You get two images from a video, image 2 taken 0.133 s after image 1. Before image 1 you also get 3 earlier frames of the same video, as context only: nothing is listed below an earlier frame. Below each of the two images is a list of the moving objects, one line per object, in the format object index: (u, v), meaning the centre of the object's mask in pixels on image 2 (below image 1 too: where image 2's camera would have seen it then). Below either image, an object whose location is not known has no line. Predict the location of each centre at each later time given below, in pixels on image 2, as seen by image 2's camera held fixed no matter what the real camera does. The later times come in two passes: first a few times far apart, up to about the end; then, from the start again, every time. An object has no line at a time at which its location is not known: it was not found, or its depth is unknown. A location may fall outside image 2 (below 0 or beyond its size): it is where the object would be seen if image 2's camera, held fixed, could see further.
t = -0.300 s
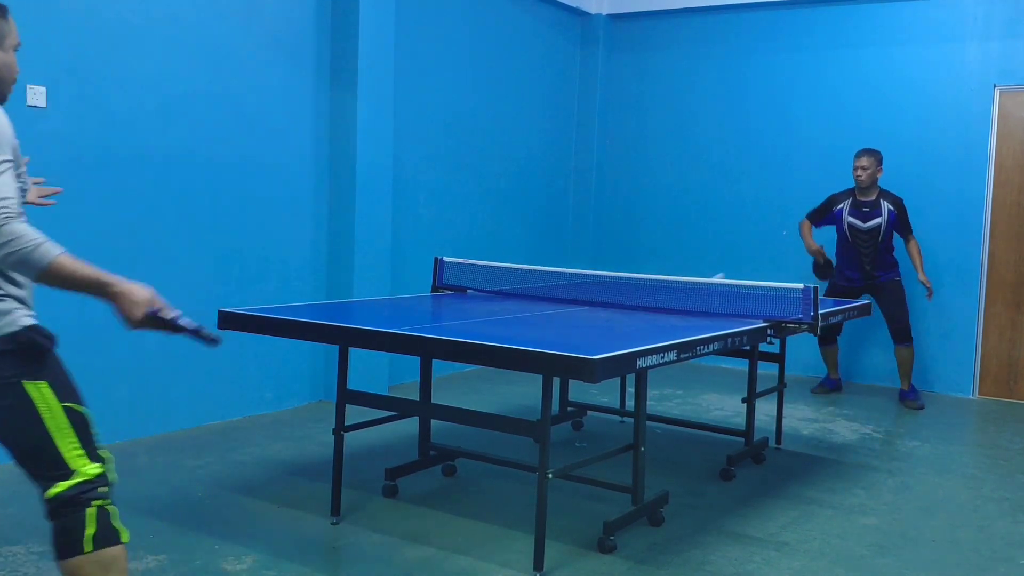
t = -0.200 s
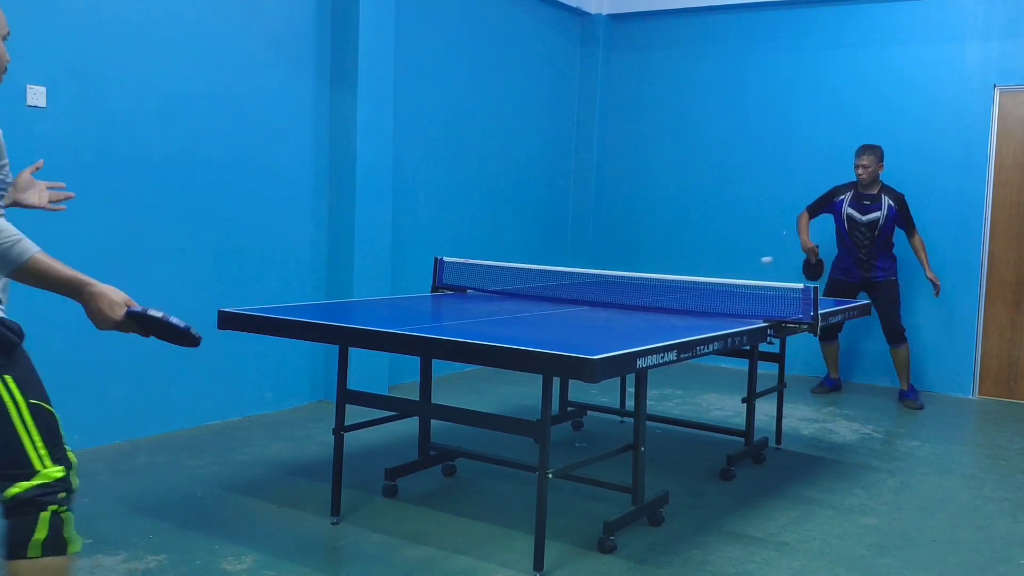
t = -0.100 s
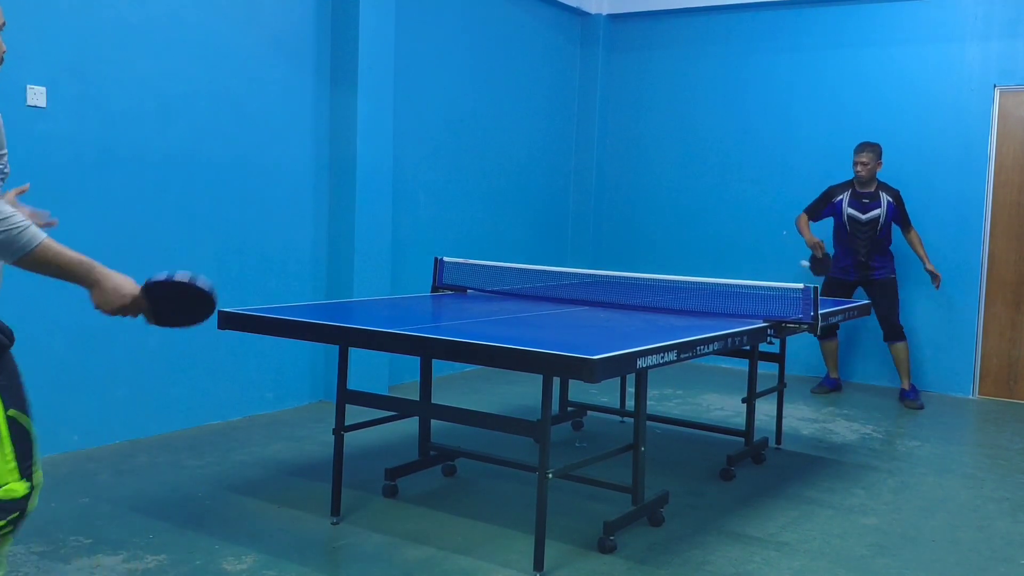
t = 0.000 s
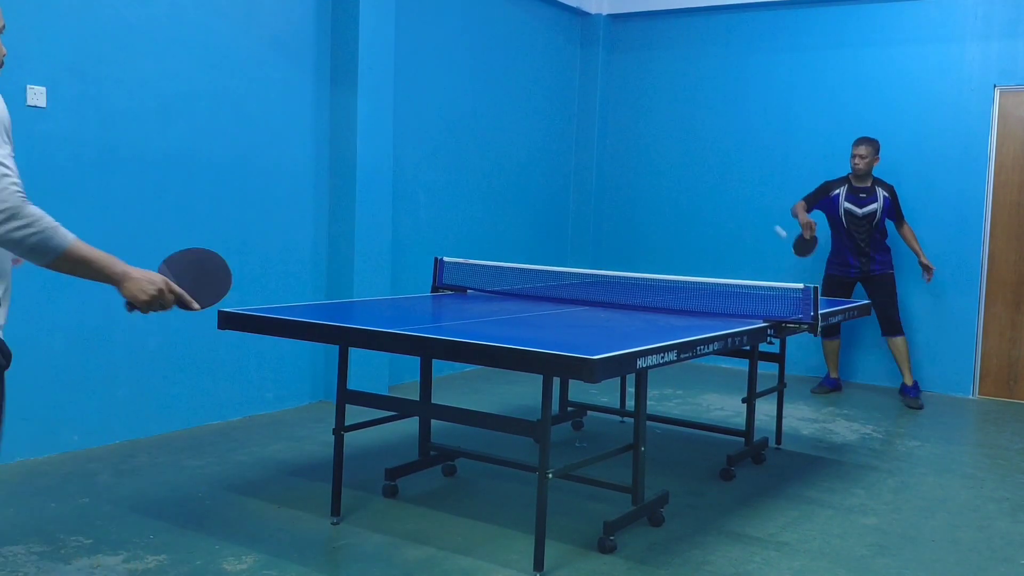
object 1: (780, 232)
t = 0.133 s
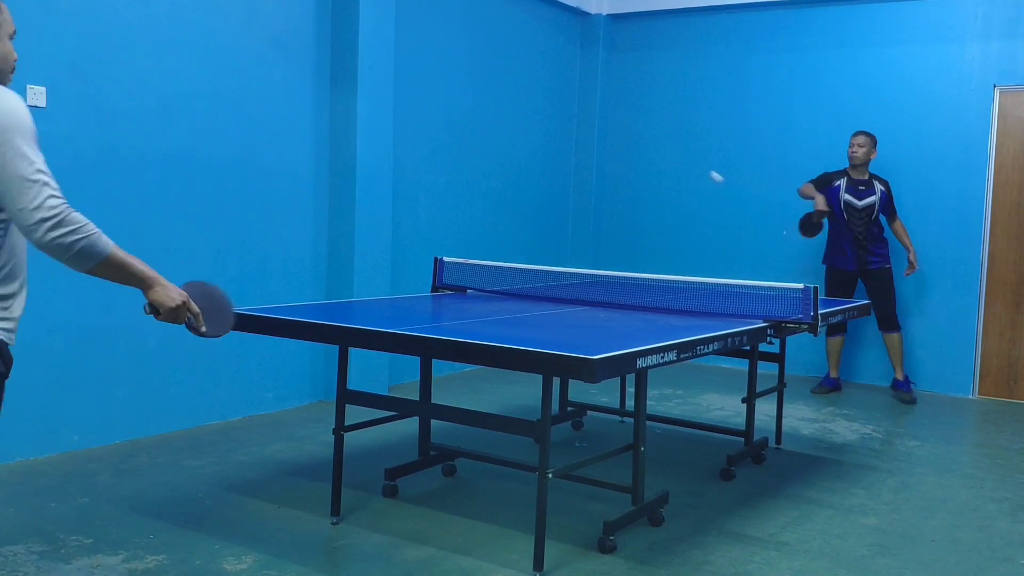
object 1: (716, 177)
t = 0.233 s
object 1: (665, 148)
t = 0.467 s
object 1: (529, 137)
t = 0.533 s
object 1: (484, 152)
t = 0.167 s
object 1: (700, 166)
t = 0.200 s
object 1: (683, 156)
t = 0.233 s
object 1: (665, 148)
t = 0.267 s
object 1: (647, 141)
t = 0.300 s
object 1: (629, 135)
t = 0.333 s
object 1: (610, 132)
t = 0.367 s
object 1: (591, 130)
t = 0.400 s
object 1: (571, 130)
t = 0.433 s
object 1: (550, 132)
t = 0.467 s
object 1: (529, 137)
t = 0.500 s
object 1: (507, 143)
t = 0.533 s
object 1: (484, 152)
